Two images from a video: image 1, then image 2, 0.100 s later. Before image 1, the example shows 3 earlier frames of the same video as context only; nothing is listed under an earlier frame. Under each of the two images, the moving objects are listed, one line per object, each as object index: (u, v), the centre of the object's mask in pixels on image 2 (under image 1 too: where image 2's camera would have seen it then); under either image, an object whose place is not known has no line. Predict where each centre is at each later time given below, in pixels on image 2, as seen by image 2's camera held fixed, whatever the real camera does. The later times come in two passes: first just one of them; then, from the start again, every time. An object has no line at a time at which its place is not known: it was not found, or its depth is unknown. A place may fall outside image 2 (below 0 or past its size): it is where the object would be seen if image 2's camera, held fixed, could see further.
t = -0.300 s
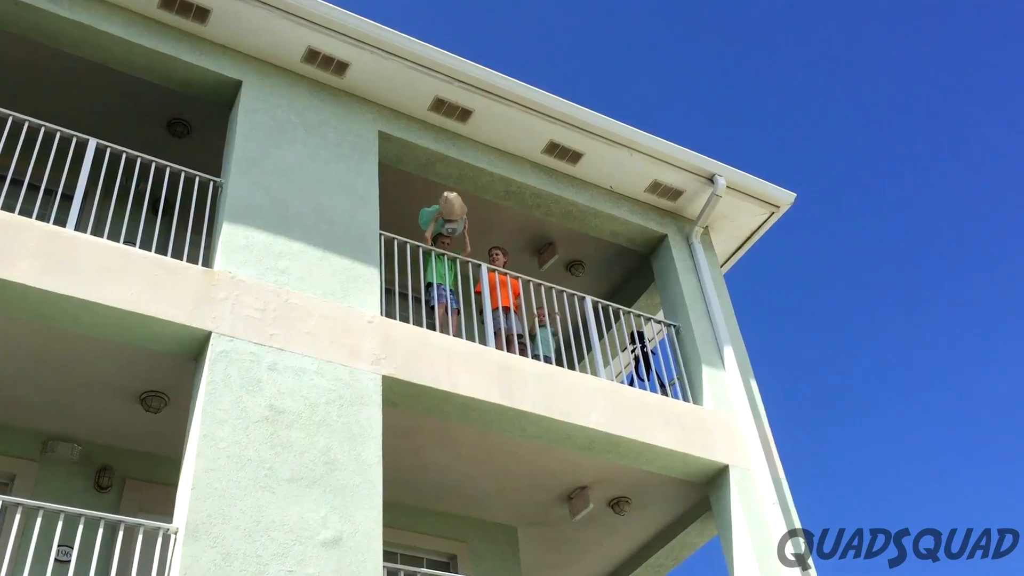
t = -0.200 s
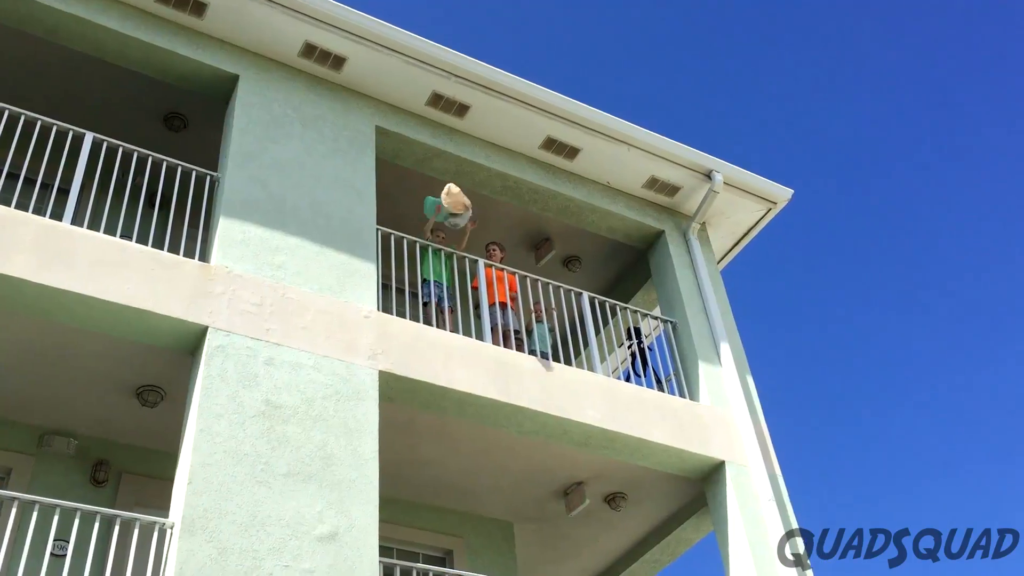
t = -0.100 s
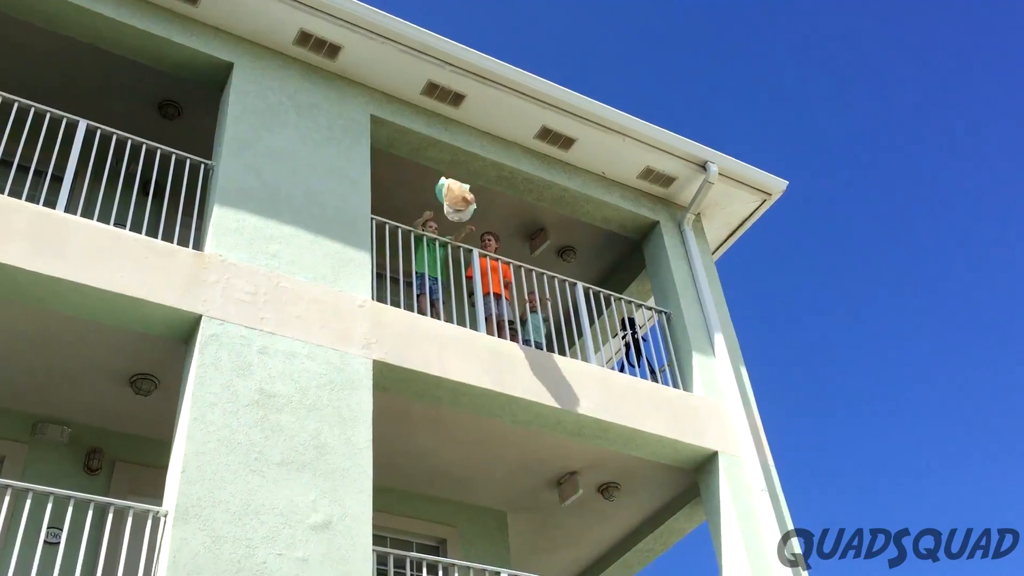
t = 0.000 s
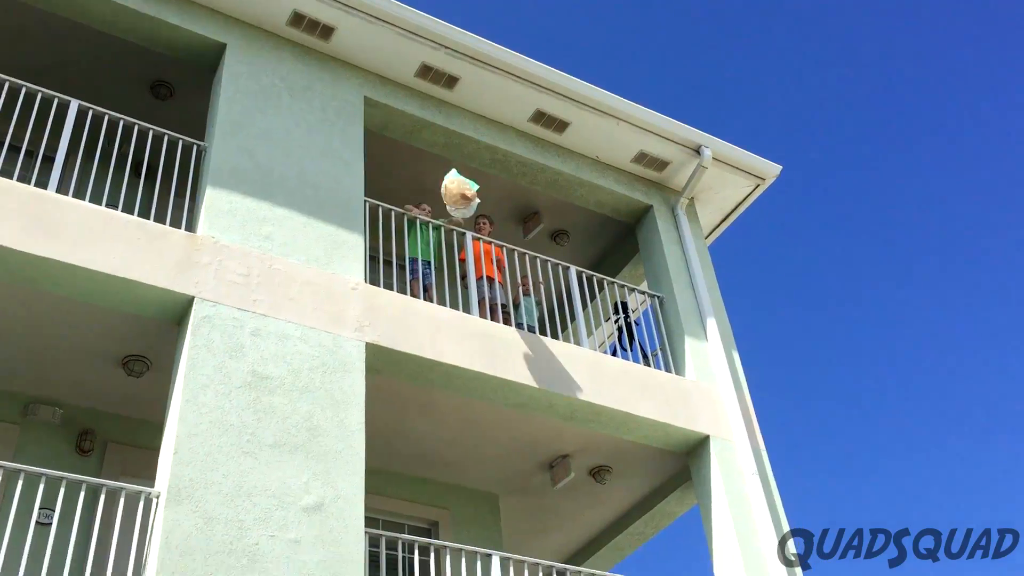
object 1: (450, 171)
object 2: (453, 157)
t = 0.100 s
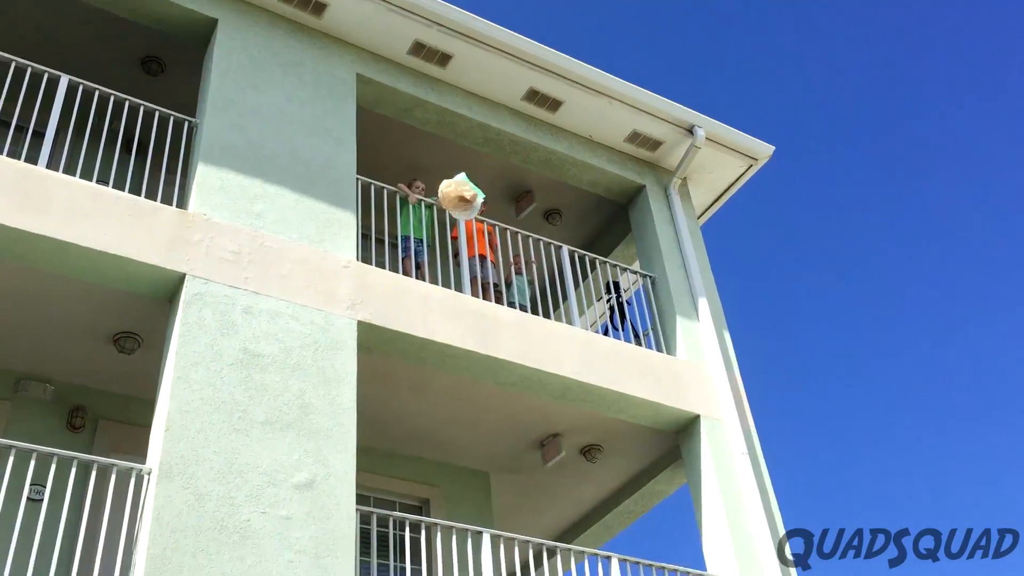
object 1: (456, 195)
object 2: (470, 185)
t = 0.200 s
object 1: (464, 229)
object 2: (488, 221)
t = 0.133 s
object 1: (459, 205)
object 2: (476, 197)
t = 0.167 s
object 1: (461, 215)
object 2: (484, 210)
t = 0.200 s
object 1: (464, 229)
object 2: (488, 221)
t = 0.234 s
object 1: (466, 241)
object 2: (490, 232)
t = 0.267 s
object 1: (468, 257)
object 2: (489, 243)
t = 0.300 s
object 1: (471, 273)
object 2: (489, 255)
